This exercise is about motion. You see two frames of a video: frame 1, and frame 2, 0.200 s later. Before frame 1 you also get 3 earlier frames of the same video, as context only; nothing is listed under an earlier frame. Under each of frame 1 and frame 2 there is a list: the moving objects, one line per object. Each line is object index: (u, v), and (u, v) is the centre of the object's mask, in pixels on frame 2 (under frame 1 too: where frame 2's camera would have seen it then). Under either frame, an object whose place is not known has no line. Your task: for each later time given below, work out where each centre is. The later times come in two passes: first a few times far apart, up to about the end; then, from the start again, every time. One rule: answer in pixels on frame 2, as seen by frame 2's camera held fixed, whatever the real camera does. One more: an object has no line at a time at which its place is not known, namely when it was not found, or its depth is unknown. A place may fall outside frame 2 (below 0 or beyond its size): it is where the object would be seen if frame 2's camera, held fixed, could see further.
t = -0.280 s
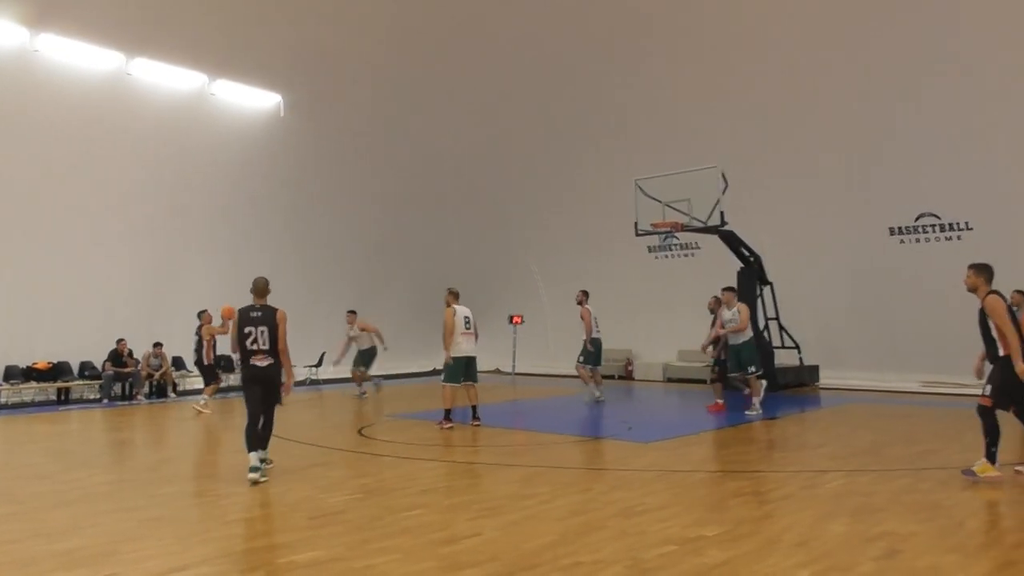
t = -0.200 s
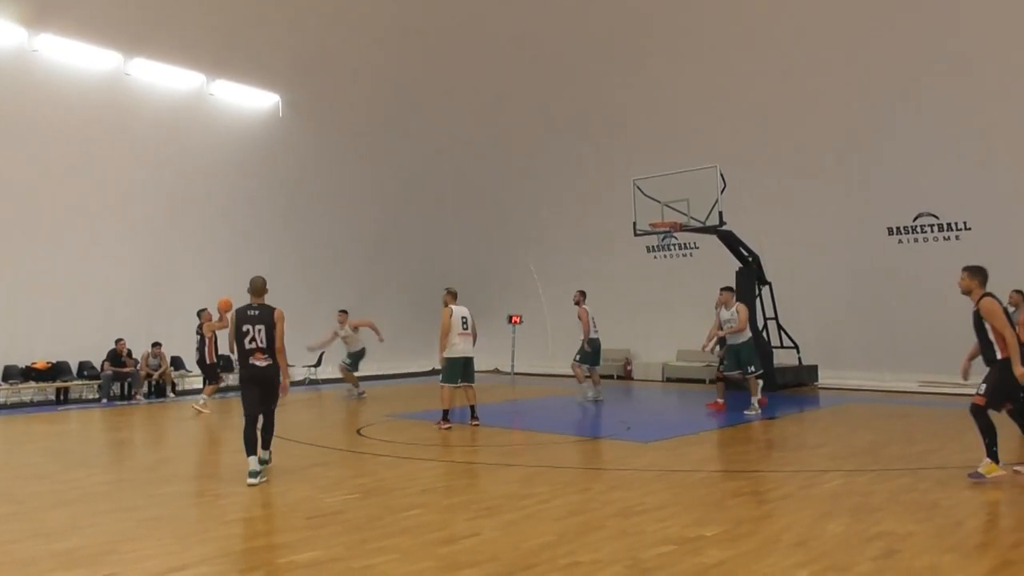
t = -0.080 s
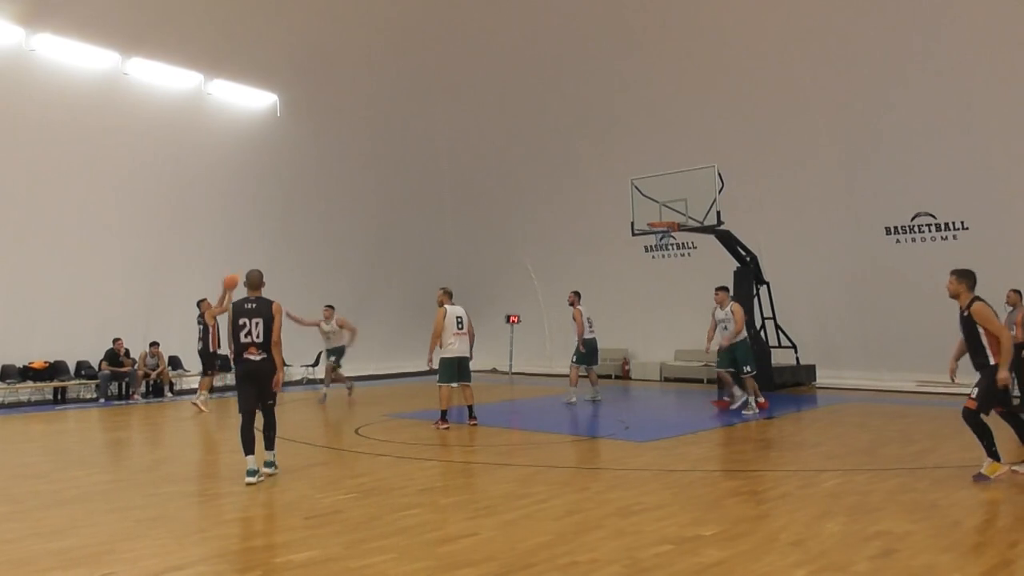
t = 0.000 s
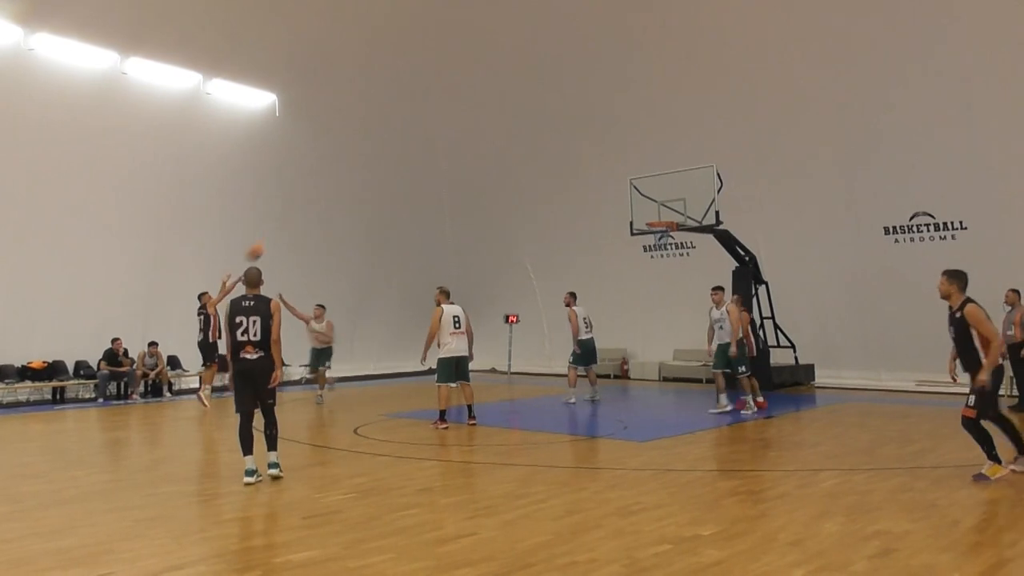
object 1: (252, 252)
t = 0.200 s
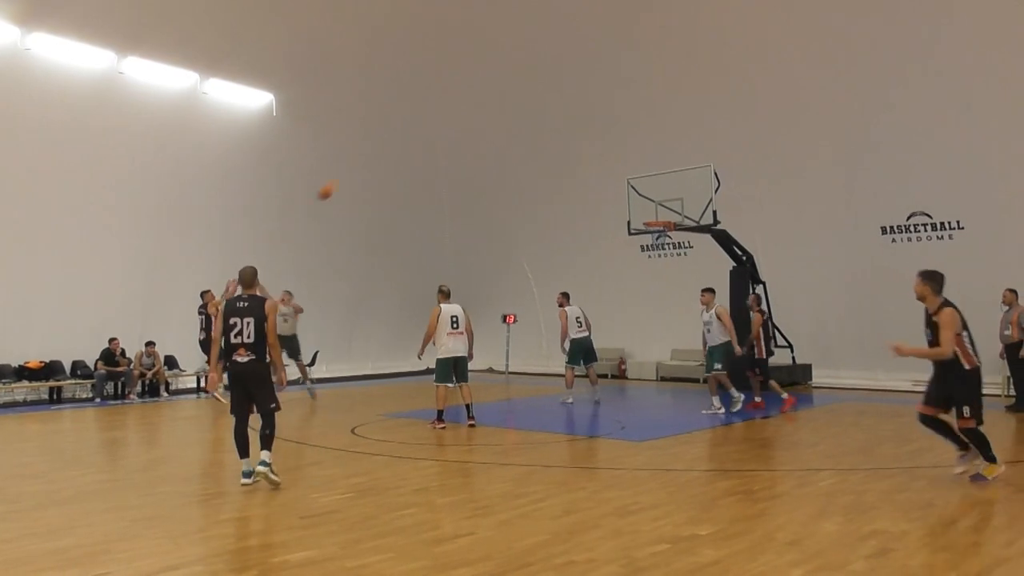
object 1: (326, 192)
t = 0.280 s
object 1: (353, 175)
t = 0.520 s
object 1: (436, 143)
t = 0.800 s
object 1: (530, 146)
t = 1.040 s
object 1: (610, 181)
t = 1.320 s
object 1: (646, 233)
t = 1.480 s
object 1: (646, 238)
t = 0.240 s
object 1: (339, 182)
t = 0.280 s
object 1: (353, 175)
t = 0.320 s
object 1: (367, 166)
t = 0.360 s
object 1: (381, 161)
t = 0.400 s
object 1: (395, 155)
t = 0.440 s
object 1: (409, 149)
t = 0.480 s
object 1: (422, 146)
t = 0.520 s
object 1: (436, 143)
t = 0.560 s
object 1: (450, 140)
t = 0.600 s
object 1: (463, 139)
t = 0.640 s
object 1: (477, 139)
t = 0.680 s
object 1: (489, 139)
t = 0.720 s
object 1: (503, 140)
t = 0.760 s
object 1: (517, 143)
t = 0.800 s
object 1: (530, 146)
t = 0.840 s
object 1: (544, 150)
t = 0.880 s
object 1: (557, 154)
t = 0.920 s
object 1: (570, 160)
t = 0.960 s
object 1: (583, 165)
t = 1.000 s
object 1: (597, 173)
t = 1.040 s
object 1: (610, 181)
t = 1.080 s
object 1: (623, 190)
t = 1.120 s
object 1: (636, 200)
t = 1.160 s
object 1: (650, 211)
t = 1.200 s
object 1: (664, 222)
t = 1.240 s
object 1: (654, 233)
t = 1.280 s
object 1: (648, 236)
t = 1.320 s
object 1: (646, 233)
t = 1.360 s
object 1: (645, 232)
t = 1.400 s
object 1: (645, 233)
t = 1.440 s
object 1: (646, 235)
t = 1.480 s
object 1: (646, 238)
